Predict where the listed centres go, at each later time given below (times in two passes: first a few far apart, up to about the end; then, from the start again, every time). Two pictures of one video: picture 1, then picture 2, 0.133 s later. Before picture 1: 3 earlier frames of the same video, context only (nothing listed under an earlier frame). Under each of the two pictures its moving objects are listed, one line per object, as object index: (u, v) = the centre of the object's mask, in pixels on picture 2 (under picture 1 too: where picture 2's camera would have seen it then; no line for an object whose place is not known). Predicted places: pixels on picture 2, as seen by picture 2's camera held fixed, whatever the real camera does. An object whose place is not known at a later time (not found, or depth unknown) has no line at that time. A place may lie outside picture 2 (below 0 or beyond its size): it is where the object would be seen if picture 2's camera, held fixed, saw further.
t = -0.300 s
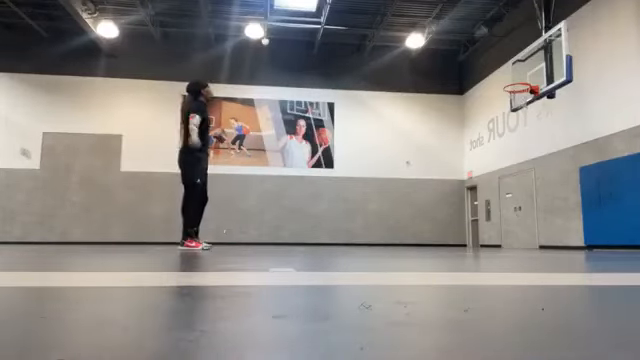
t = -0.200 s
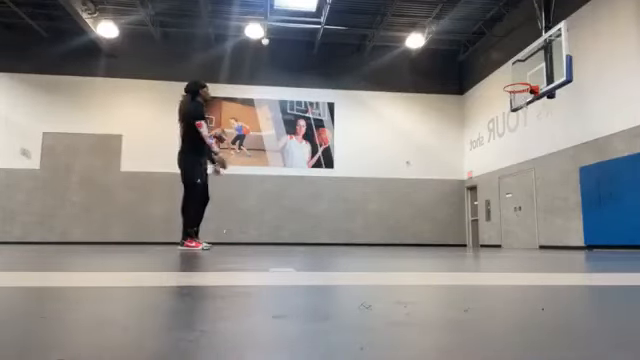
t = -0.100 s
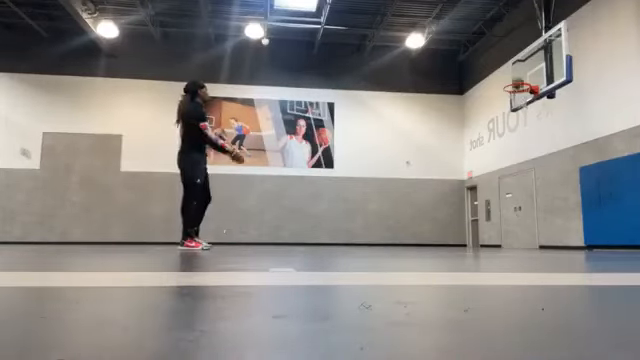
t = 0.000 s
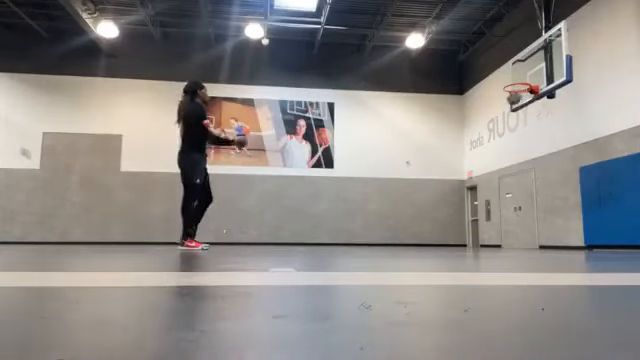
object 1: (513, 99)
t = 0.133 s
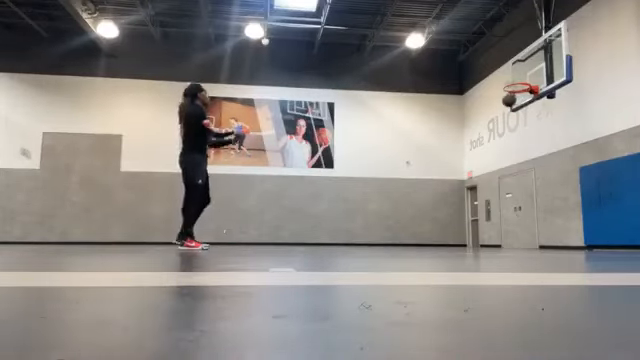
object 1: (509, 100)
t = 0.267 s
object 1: (504, 111)
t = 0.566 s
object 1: (496, 173)
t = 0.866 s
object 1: (488, 214)
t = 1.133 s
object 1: (479, 157)
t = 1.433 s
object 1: (471, 142)
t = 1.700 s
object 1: (464, 174)
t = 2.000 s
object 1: (458, 229)
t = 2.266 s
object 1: (450, 176)
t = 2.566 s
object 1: (443, 171)
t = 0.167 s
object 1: (507, 102)
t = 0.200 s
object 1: (506, 105)
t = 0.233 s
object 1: (505, 108)
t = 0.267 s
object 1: (504, 111)
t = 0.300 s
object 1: (503, 116)
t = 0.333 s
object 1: (502, 120)
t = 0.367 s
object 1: (501, 126)
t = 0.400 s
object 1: (500, 132)
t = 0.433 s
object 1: (499, 139)
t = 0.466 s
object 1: (498, 146)
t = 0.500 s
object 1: (498, 154)
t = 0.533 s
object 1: (497, 163)
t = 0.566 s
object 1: (496, 173)
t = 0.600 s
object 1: (496, 183)
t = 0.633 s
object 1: (494, 193)
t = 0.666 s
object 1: (494, 204)
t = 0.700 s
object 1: (494, 216)
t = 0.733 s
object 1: (493, 230)
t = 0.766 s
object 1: (492, 243)
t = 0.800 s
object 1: (491, 234)
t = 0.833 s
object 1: (489, 224)
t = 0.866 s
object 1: (488, 214)
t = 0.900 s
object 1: (487, 205)
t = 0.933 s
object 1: (486, 196)
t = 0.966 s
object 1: (485, 187)
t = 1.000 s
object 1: (483, 180)
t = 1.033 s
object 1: (482, 173)
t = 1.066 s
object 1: (481, 167)
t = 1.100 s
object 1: (480, 161)
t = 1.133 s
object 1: (479, 157)
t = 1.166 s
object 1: (478, 152)
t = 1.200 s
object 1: (477, 148)
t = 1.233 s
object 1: (476, 146)
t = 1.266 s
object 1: (475, 144)
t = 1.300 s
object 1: (474, 142)
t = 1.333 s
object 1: (474, 141)
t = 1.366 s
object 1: (472, 141)
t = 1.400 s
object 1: (472, 141)
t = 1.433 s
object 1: (471, 142)
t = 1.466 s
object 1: (470, 143)
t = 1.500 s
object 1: (469, 146)
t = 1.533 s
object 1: (468, 149)
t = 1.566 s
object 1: (467, 152)
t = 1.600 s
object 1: (467, 156)
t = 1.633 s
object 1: (466, 162)
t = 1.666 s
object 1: (465, 167)
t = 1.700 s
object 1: (464, 174)
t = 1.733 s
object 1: (464, 181)
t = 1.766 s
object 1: (465, 188)
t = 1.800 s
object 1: (463, 198)
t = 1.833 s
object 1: (462, 207)
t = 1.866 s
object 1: (461, 217)
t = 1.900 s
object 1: (461, 228)
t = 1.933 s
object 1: (460, 240)
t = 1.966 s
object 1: (460, 239)
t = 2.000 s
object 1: (458, 229)
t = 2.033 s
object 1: (457, 220)
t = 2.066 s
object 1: (456, 212)
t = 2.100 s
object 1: (455, 204)
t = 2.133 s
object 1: (454, 197)
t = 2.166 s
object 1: (454, 191)
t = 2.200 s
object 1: (452, 185)
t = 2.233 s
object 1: (452, 180)
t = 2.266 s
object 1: (450, 176)
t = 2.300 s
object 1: (449, 172)
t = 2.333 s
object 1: (449, 170)
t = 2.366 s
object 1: (448, 168)
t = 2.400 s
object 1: (447, 167)
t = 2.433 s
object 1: (446, 166)
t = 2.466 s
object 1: (445, 166)
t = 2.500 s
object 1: (444, 167)
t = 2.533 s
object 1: (444, 169)
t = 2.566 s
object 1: (443, 171)
